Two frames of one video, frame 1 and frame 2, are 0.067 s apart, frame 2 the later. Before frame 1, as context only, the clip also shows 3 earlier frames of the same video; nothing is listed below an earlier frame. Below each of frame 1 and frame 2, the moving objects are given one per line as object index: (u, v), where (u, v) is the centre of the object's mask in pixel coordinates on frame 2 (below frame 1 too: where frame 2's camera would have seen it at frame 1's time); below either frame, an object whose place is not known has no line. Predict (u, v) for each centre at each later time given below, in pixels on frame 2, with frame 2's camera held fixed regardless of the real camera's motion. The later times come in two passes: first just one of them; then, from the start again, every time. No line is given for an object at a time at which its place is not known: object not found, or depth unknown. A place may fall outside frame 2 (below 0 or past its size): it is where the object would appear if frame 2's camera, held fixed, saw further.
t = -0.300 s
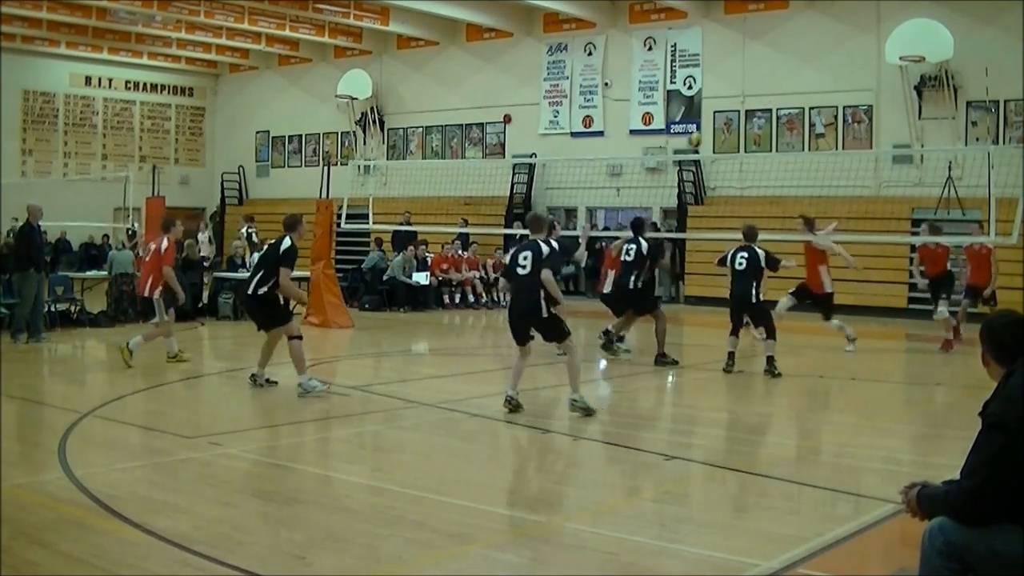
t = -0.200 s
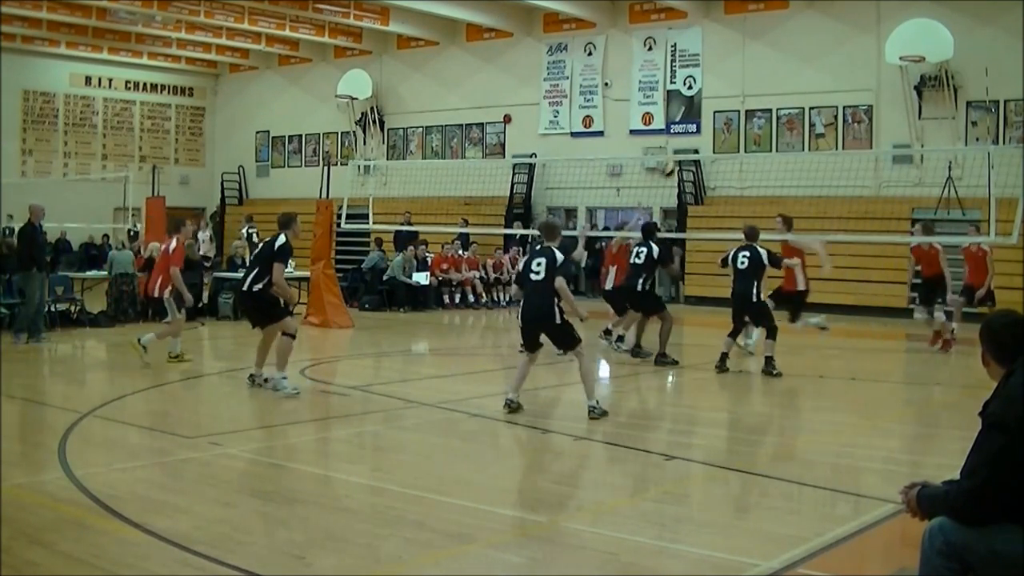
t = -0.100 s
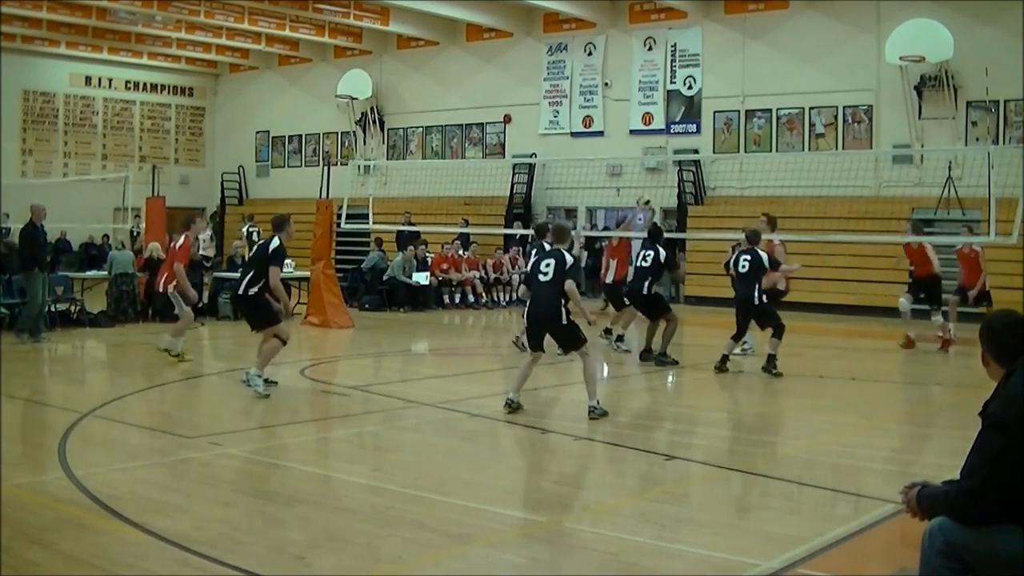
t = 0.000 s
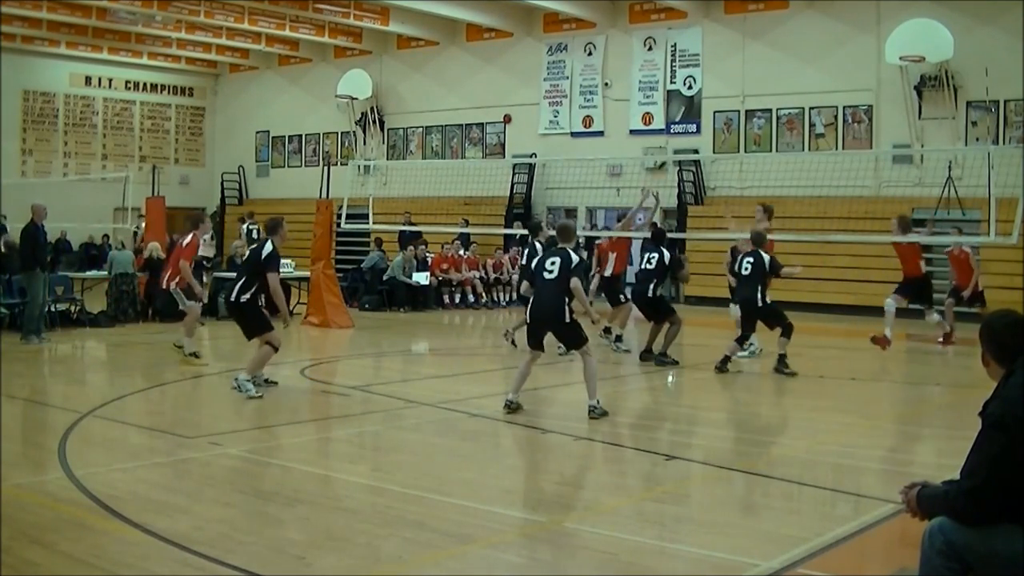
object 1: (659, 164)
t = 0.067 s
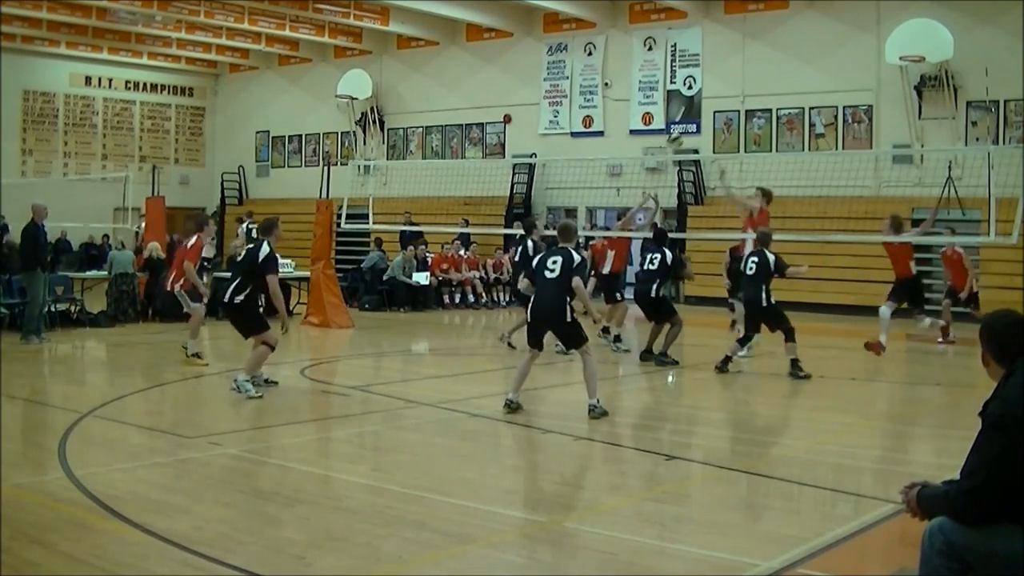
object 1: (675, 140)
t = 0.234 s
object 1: (710, 89)
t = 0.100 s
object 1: (682, 127)
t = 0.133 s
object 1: (690, 115)
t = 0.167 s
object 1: (696, 106)
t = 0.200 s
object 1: (705, 99)
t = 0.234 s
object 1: (710, 89)
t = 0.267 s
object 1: (717, 82)
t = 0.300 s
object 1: (724, 76)
